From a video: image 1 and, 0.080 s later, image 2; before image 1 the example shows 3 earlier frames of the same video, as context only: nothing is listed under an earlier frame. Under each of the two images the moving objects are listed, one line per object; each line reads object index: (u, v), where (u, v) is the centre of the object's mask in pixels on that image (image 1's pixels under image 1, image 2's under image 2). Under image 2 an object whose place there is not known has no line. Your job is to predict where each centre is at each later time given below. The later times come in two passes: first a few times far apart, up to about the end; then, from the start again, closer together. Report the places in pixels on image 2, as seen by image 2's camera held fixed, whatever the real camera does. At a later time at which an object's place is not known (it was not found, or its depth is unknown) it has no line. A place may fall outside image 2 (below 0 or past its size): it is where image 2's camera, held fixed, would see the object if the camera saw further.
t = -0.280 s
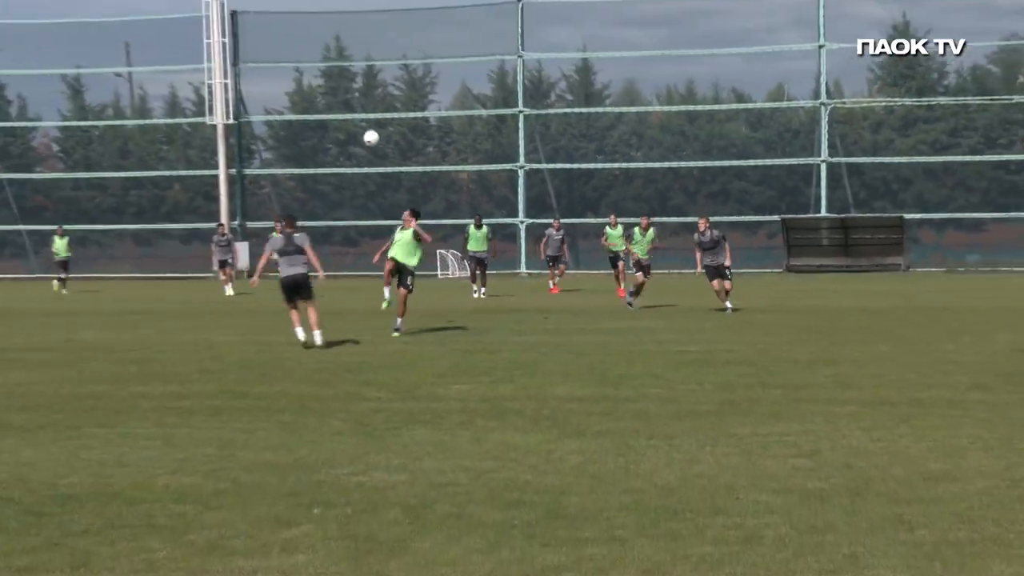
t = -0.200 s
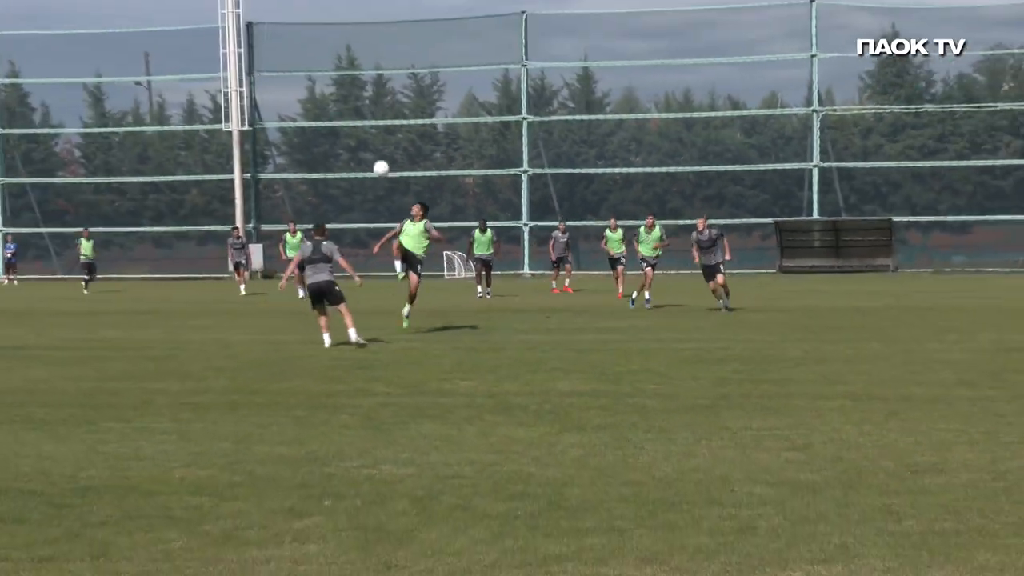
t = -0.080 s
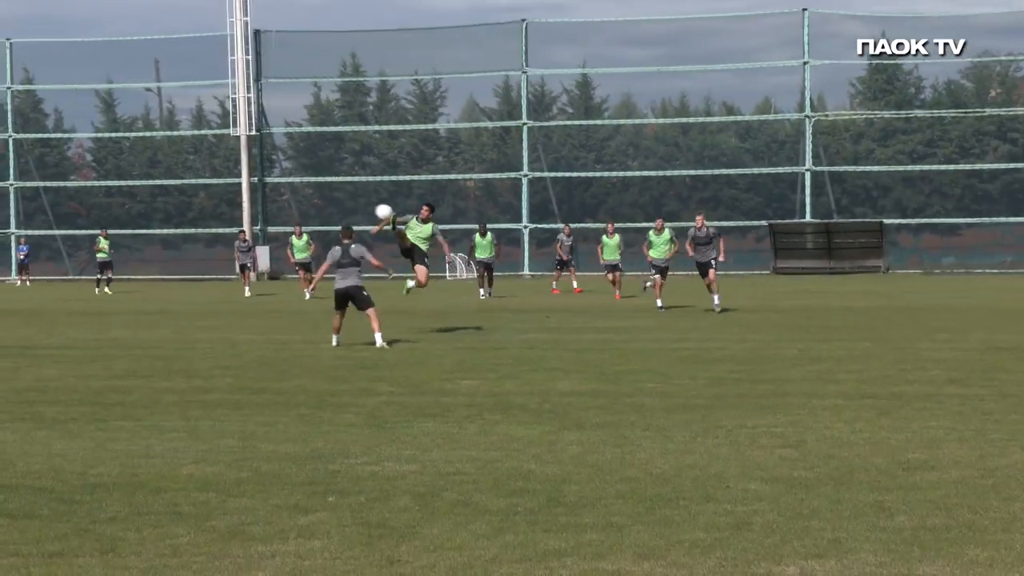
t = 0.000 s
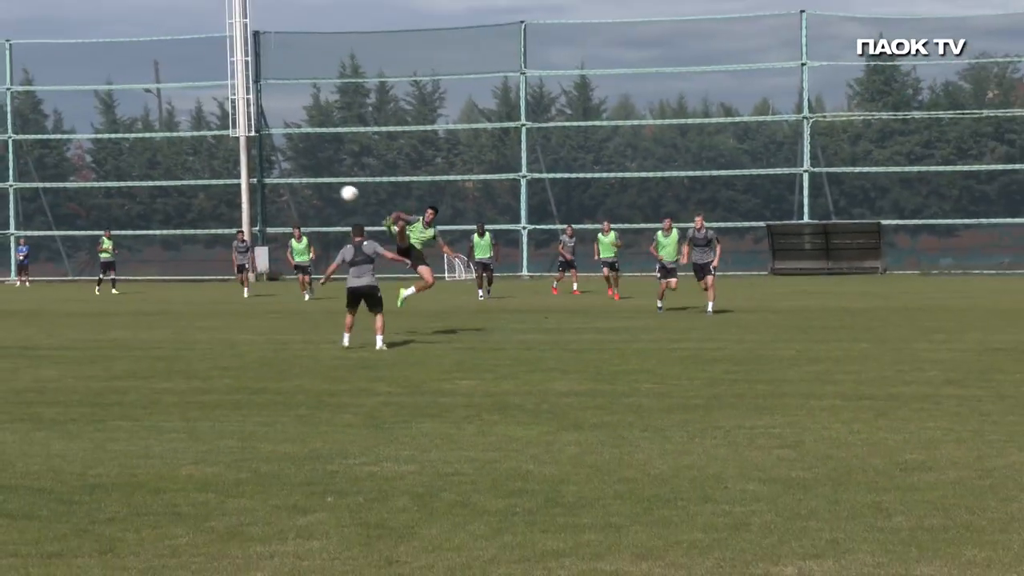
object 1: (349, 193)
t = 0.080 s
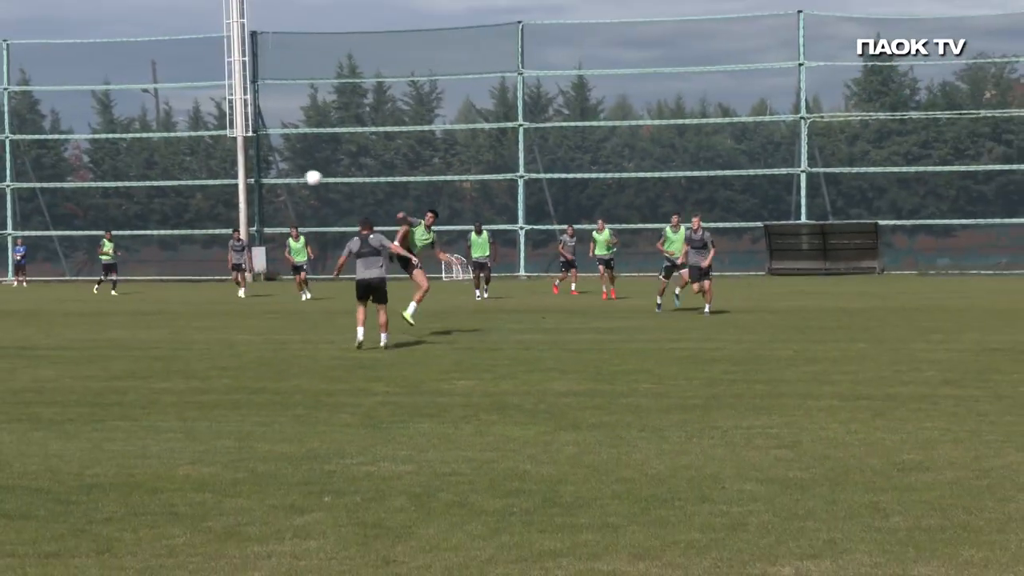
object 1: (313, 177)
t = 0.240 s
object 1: (245, 163)
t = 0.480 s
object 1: (144, 173)
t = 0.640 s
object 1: (78, 206)
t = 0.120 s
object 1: (296, 173)
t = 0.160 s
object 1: (279, 168)
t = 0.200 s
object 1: (262, 163)
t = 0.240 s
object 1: (245, 163)
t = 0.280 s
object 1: (227, 160)
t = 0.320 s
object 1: (211, 158)
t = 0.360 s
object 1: (194, 160)
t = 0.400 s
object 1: (177, 163)
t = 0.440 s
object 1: (160, 168)
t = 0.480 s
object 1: (144, 173)
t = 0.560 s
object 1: (111, 187)
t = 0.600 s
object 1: (94, 196)
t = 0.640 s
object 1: (78, 206)
